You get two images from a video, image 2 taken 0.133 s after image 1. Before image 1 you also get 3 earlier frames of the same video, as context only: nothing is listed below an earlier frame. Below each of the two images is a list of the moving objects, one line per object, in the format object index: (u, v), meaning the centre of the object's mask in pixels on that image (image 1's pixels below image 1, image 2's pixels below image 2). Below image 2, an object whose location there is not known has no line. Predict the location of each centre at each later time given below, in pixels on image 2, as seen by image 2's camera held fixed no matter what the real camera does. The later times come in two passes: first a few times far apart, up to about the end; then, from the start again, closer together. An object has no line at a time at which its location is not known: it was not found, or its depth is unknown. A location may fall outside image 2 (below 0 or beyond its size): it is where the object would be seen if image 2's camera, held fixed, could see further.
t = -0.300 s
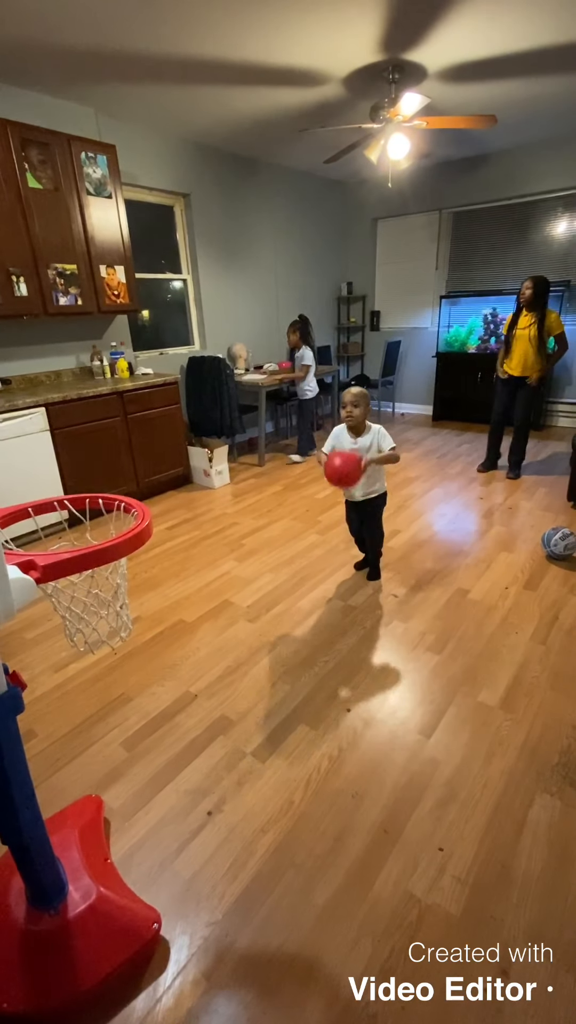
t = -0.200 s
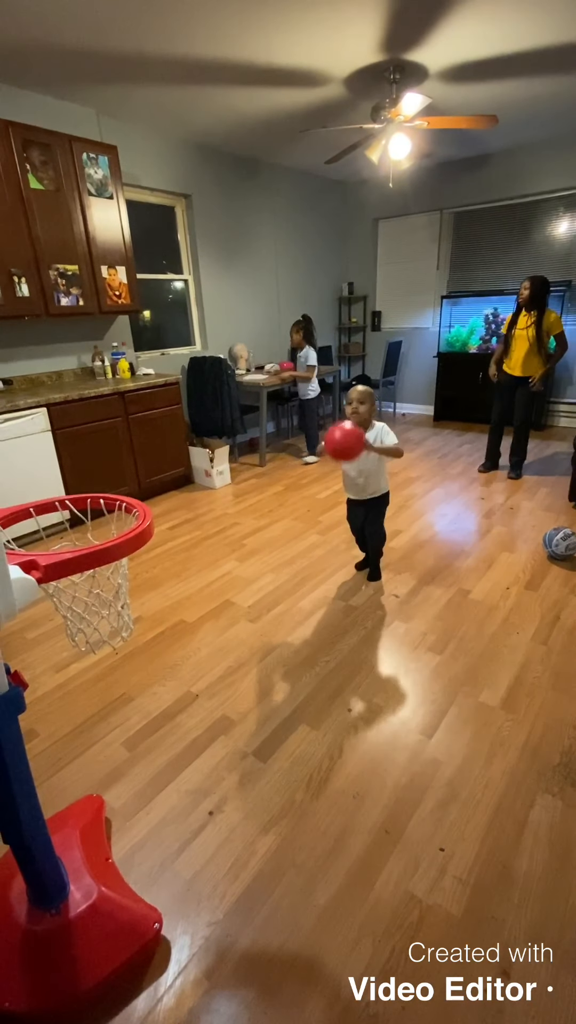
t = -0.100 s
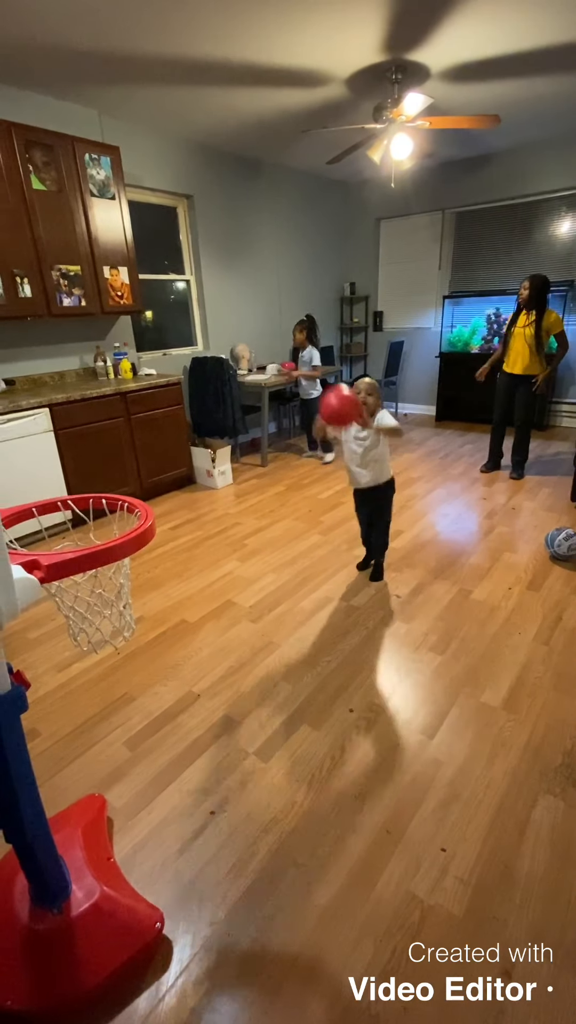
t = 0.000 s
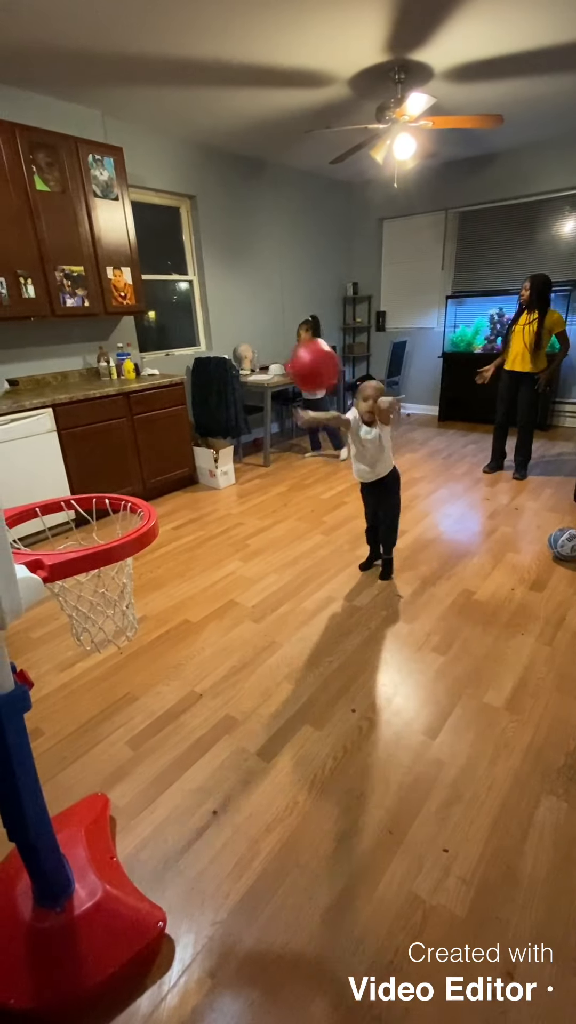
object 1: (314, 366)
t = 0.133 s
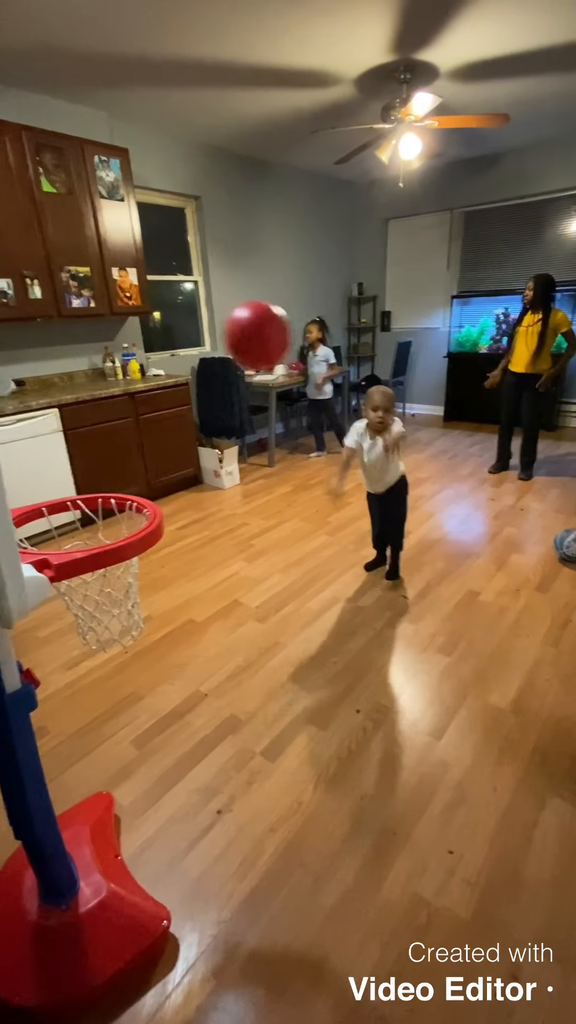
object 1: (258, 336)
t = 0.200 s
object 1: (214, 341)
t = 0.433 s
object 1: (98, 488)
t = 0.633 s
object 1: (245, 510)
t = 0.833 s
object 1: (350, 649)
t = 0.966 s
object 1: (393, 737)
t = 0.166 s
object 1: (237, 336)
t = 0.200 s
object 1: (214, 341)
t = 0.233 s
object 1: (189, 352)
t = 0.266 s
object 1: (159, 373)
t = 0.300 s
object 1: (119, 406)
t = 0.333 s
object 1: (91, 436)
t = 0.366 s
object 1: (53, 486)
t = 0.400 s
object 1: (70, 501)
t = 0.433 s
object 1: (98, 488)
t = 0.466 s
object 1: (124, 480)
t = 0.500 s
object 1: (148, 476)
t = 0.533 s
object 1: (172, 478)
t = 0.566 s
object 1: (198, 483)
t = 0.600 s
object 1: (222, 495)
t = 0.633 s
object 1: (245, 510)
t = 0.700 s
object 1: (286, 549)
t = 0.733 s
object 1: (304, 571)
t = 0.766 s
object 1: (320, 595)
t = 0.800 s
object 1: (337, 622)
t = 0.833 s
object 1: (350, 649)
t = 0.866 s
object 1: (363, 679)
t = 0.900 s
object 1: (373, 707)
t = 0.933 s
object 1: (382, 734)
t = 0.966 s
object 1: (393, 737)
